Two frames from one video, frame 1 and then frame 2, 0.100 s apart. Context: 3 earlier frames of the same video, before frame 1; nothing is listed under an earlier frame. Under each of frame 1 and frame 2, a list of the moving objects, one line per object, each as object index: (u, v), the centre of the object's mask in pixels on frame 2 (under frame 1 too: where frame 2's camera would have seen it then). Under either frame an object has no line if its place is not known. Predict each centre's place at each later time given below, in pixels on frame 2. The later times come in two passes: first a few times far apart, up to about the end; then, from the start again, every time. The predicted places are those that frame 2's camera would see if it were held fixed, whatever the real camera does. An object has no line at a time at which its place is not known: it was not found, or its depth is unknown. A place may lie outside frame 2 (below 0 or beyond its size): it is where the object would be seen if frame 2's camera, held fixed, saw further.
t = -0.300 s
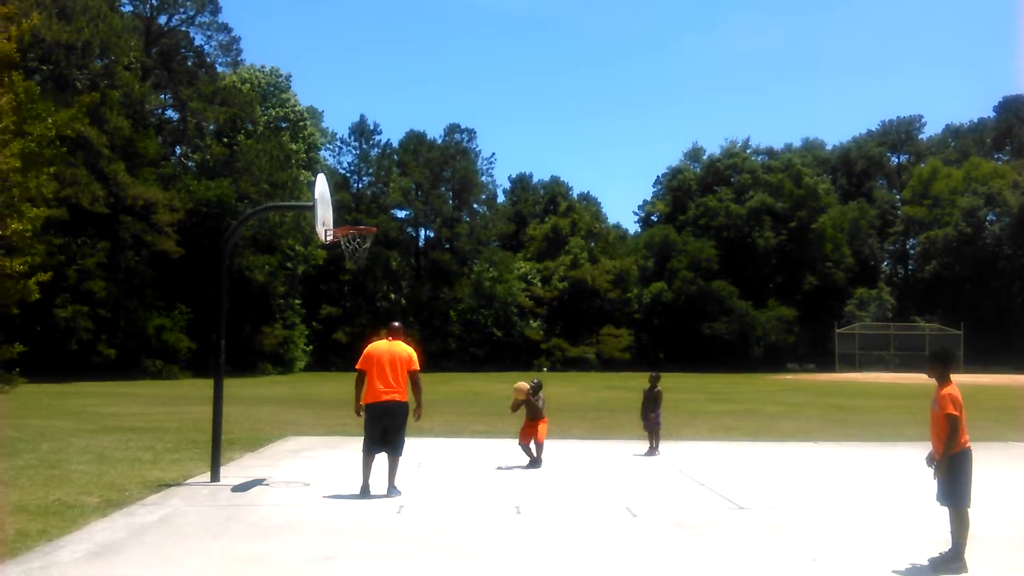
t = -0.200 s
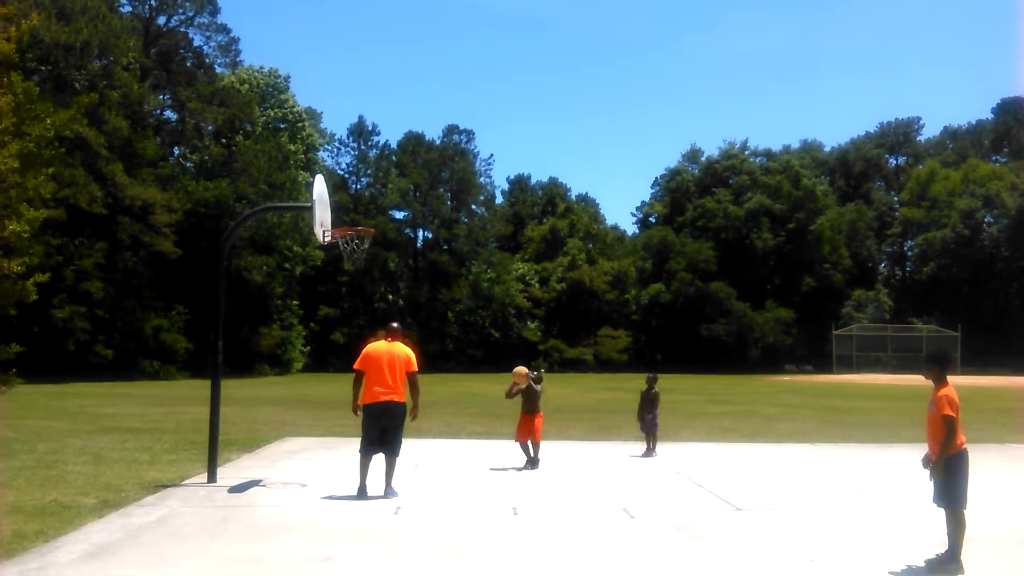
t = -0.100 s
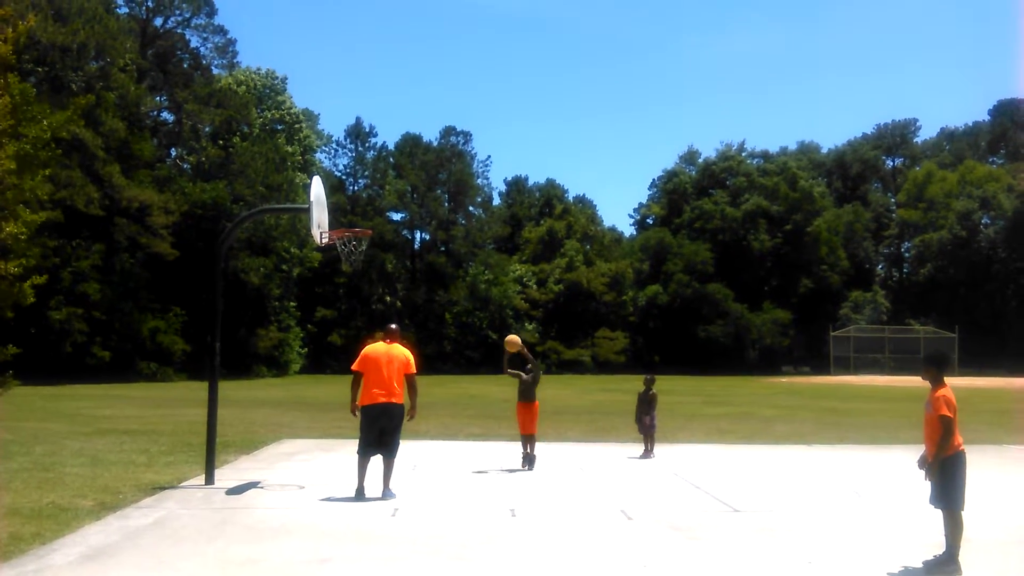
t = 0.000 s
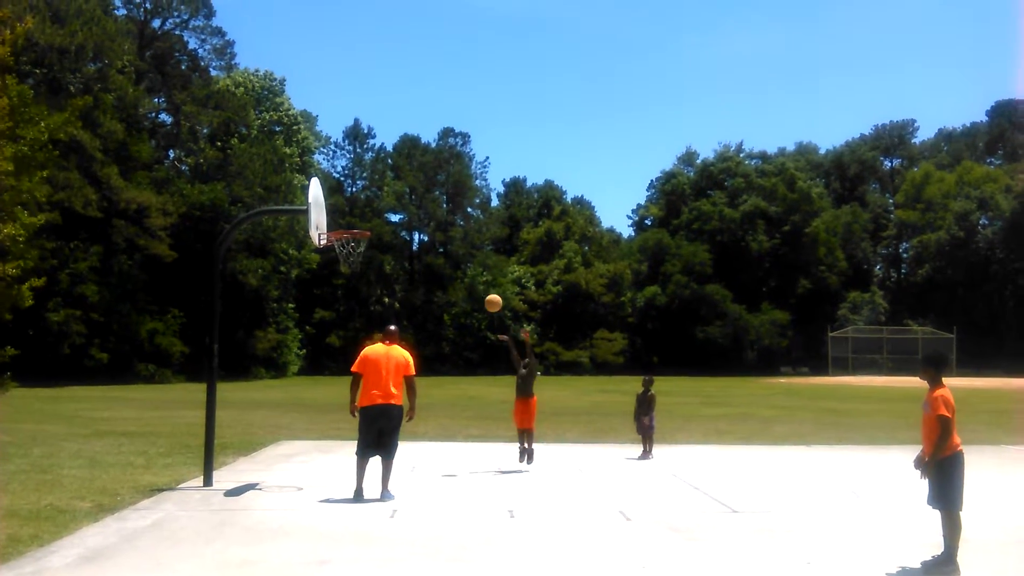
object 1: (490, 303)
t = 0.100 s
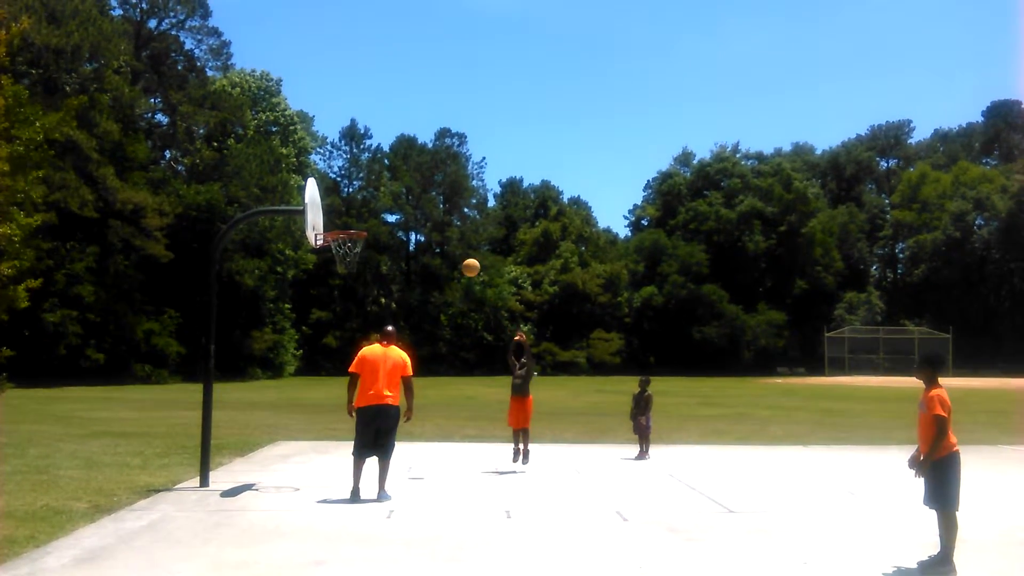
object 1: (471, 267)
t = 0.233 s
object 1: (444, 229)
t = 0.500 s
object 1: (386, 187)
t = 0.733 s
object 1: (332, 191)
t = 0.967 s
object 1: (350, 233)
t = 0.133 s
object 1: (465, 257)
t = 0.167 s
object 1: (458, 247)
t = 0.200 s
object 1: (451, 238)
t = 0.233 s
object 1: (444, 229)
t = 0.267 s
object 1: (438, 222)
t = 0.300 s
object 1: (431, 214)
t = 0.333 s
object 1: (424, 208)
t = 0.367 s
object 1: (417, 202)
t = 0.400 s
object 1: (410, 197)
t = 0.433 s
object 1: (403, 193)
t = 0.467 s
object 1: (395, 189)
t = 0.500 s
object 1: (386, 187)
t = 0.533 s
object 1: (379, 185)
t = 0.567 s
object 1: (371, 184)
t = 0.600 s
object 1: (364, 184)
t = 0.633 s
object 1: (357, 184)
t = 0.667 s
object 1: (348, 186)
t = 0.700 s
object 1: (340, 188)
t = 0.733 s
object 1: (332, 191)
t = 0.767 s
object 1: (324, 195)
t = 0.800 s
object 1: (322, 200)
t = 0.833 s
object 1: (328, 205)
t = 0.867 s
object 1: (333, 210)
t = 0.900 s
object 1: (338, 217)
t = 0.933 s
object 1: (344, 224)
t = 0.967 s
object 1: (350, 233)
